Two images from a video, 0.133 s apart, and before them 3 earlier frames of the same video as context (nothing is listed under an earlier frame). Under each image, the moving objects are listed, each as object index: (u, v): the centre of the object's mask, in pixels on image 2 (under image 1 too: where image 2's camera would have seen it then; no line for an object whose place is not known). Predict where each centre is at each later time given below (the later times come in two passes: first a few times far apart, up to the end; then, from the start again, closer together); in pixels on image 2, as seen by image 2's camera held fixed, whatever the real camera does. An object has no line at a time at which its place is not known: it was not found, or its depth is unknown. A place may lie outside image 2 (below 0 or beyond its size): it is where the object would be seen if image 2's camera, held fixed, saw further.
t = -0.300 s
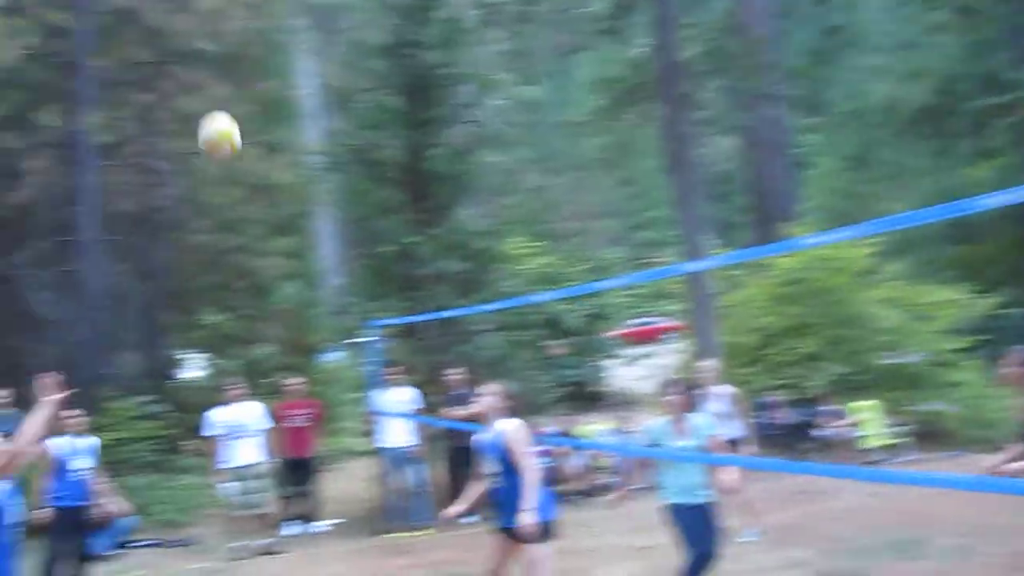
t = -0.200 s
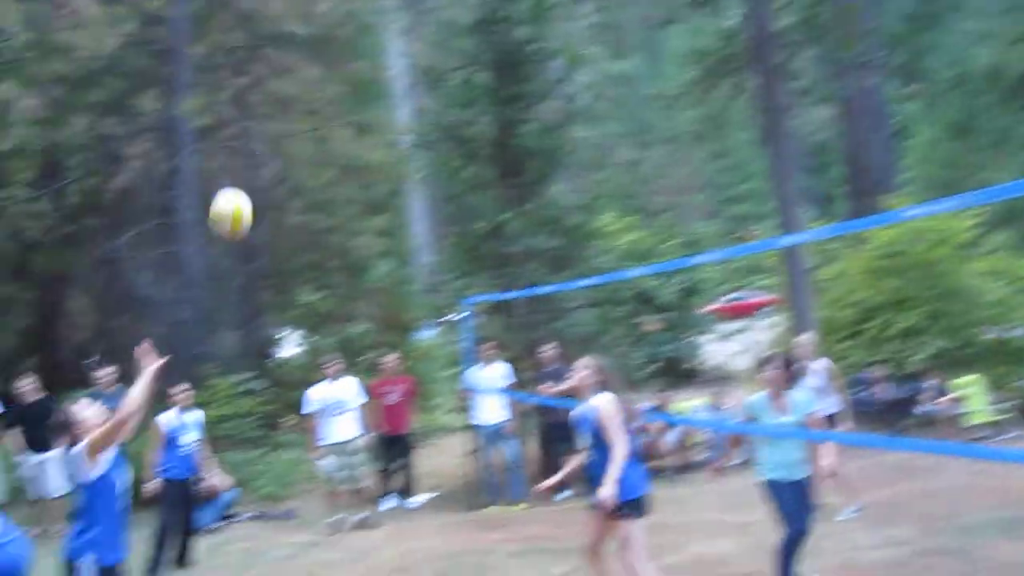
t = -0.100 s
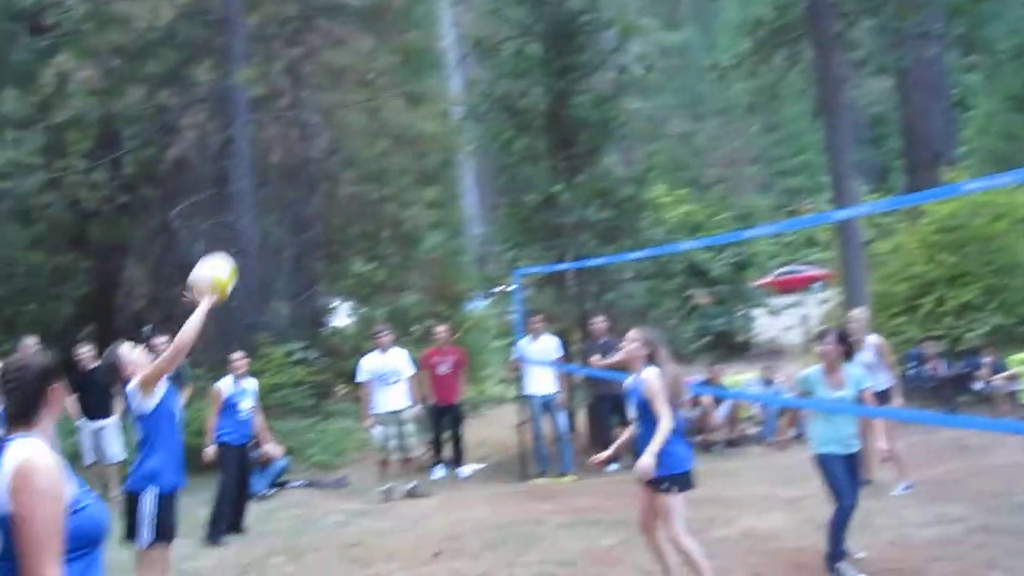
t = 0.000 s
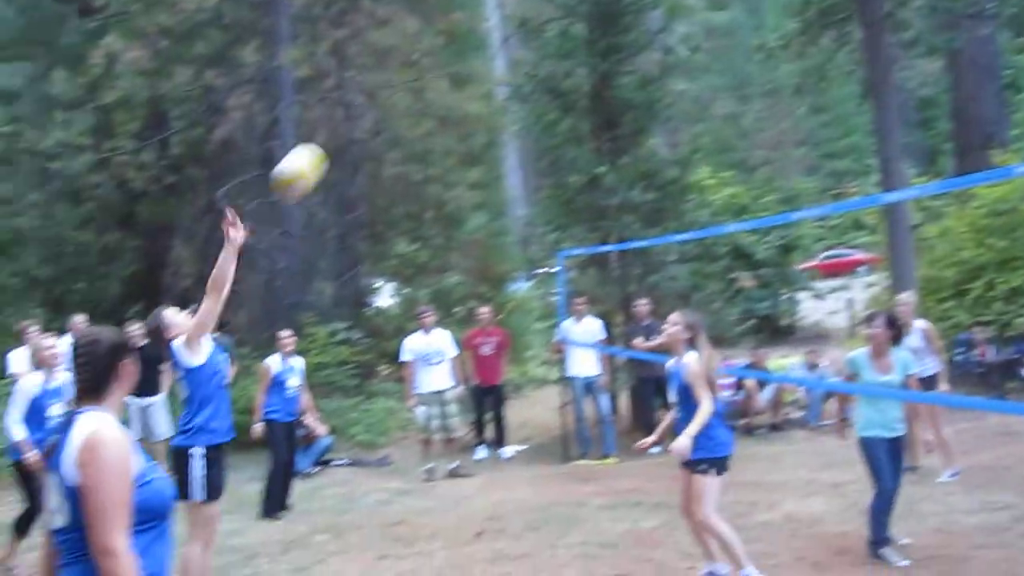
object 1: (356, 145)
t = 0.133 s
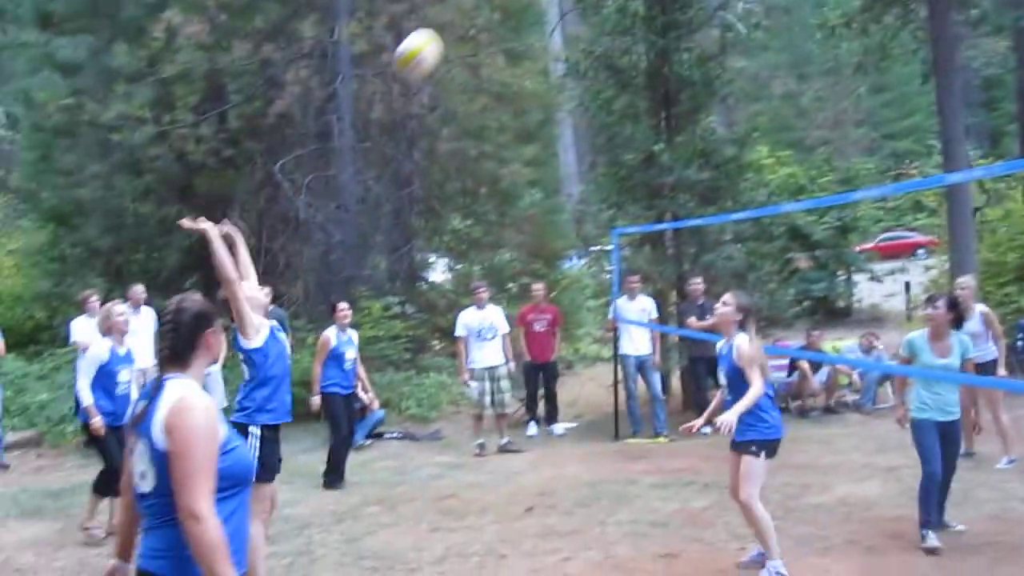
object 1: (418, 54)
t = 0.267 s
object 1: (481, 1)
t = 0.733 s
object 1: (706, 56)
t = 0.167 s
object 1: (435, 36)
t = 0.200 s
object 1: (450, 23)
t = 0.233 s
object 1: (466, 13)
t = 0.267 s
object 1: (481, 1)
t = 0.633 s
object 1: (658, 10)
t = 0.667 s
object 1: (674, 23)
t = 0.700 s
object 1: (690, 38)
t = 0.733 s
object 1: (706, 56)
